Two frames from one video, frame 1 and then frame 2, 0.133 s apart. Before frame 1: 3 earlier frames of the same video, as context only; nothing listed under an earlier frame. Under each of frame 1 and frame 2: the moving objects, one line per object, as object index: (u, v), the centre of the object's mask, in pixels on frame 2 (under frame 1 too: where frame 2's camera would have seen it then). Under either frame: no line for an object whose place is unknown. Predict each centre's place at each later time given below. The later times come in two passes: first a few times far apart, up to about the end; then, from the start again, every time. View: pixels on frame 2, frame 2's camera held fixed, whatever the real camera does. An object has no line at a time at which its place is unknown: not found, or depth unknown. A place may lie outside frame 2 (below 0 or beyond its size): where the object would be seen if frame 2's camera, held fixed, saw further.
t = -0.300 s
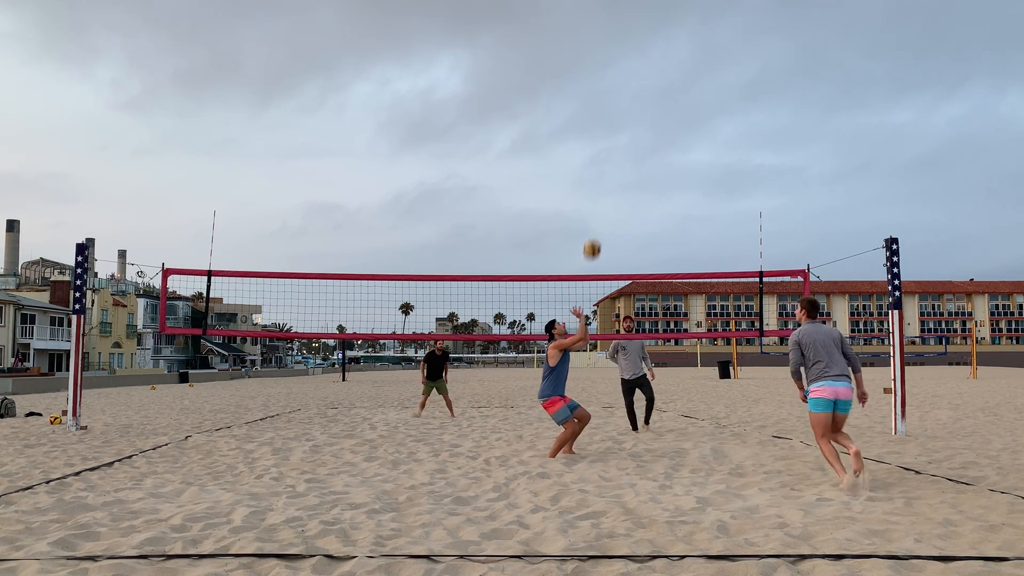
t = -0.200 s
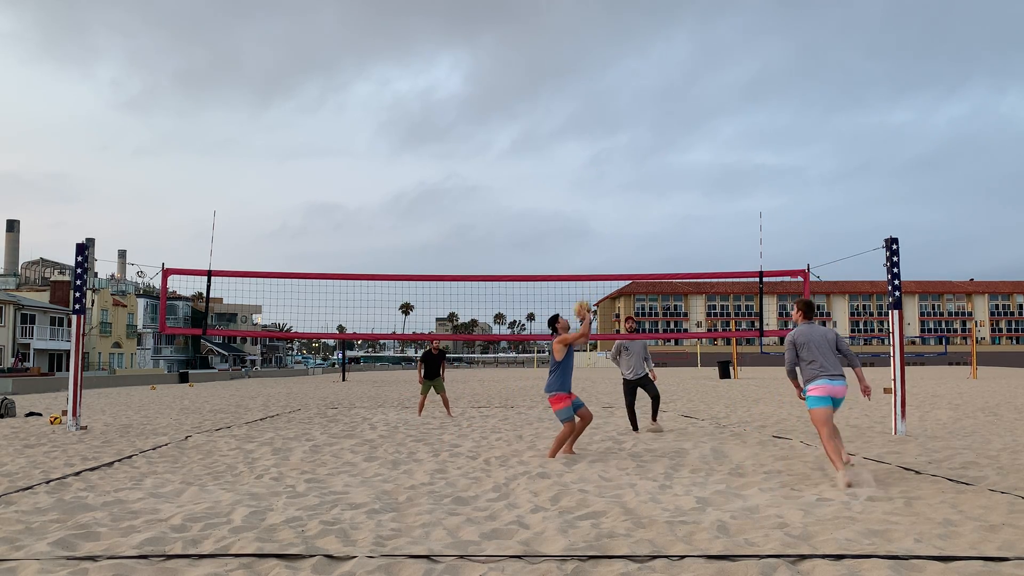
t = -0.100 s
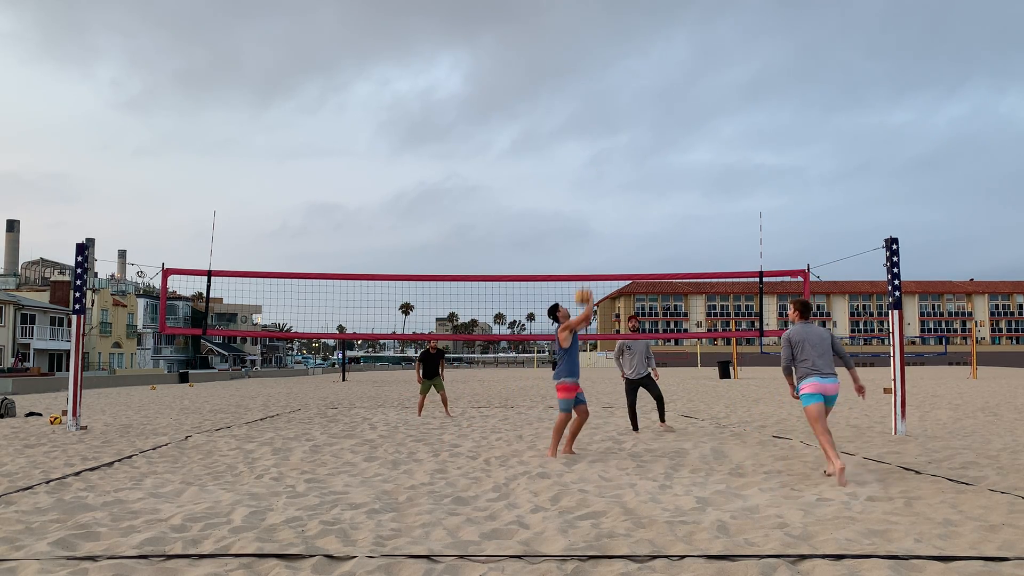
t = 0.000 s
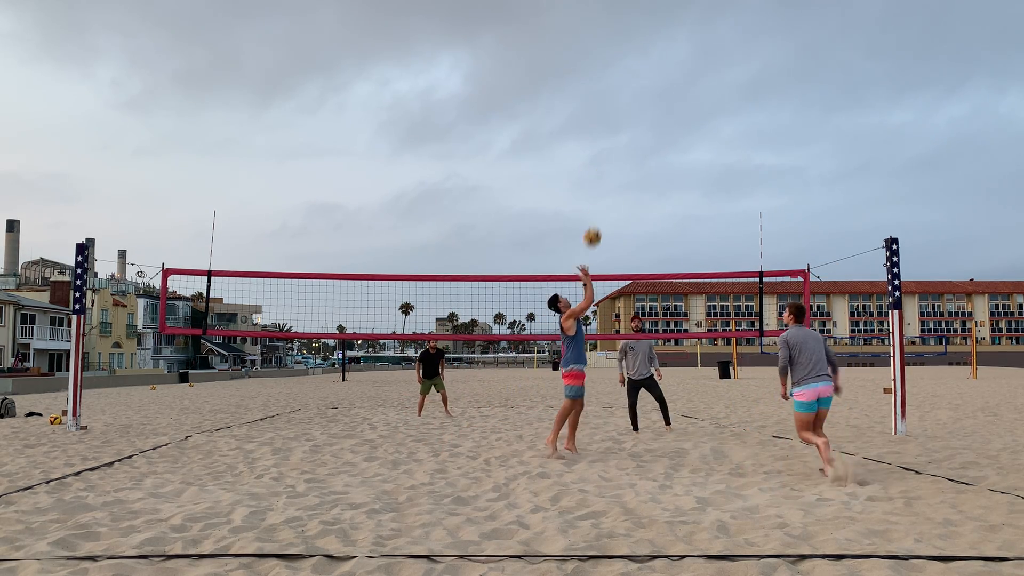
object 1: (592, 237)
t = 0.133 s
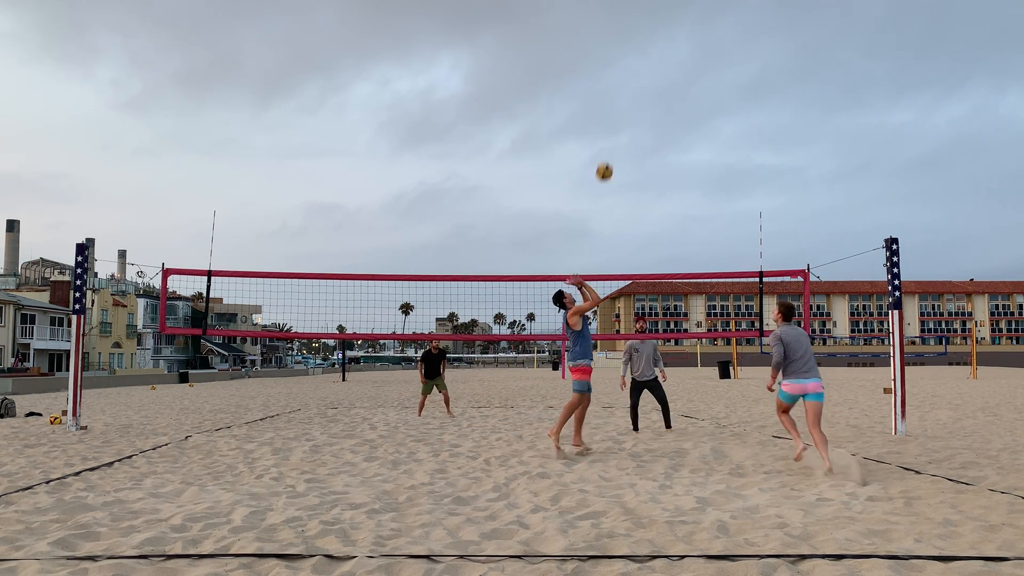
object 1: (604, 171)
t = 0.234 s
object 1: (613, 134)
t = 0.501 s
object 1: (634, 74)
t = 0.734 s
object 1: (650, 68)
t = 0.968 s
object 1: (666, 100)
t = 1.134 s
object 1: (676, 145)
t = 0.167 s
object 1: (607, 158)
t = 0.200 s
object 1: (610, 145)
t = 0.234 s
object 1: (613, 134)
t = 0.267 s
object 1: (616, 123)
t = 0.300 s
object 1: (619, 114)
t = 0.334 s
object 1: (621, 105)
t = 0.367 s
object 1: (624, 97)
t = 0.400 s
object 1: (626, 90)
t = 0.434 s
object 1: (629, 84)
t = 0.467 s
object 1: (631, 79)
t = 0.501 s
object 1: (634, 74)
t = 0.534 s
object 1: (636, 71)
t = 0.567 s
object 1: (639, 69)
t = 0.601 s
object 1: (641, 67)
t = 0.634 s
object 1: (643, 66)
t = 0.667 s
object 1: (646, 66)
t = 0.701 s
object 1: (648, 67)
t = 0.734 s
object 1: (650, 68)
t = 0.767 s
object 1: (652, 70)
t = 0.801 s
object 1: (655, 73)
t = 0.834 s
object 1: (657, 77)
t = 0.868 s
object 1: (659, 82)
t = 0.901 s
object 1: (661, 87)
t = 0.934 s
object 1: (664, 93)
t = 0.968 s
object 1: (666, 100)
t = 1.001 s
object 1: (668, 108)
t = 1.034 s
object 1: (670, 116)
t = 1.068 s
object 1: (672, 125)
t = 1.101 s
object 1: (674, 135)
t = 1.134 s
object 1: (676, 145)
